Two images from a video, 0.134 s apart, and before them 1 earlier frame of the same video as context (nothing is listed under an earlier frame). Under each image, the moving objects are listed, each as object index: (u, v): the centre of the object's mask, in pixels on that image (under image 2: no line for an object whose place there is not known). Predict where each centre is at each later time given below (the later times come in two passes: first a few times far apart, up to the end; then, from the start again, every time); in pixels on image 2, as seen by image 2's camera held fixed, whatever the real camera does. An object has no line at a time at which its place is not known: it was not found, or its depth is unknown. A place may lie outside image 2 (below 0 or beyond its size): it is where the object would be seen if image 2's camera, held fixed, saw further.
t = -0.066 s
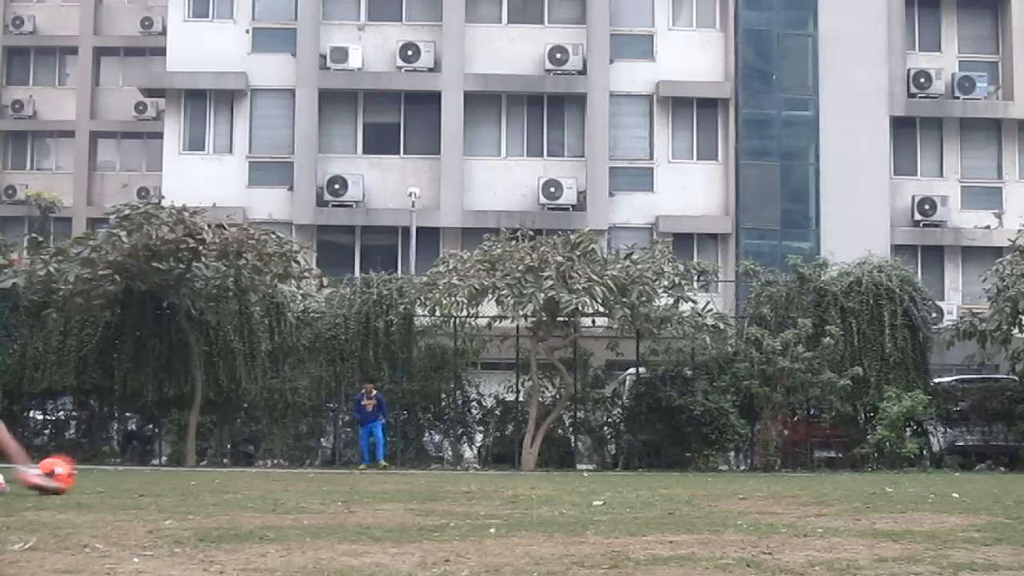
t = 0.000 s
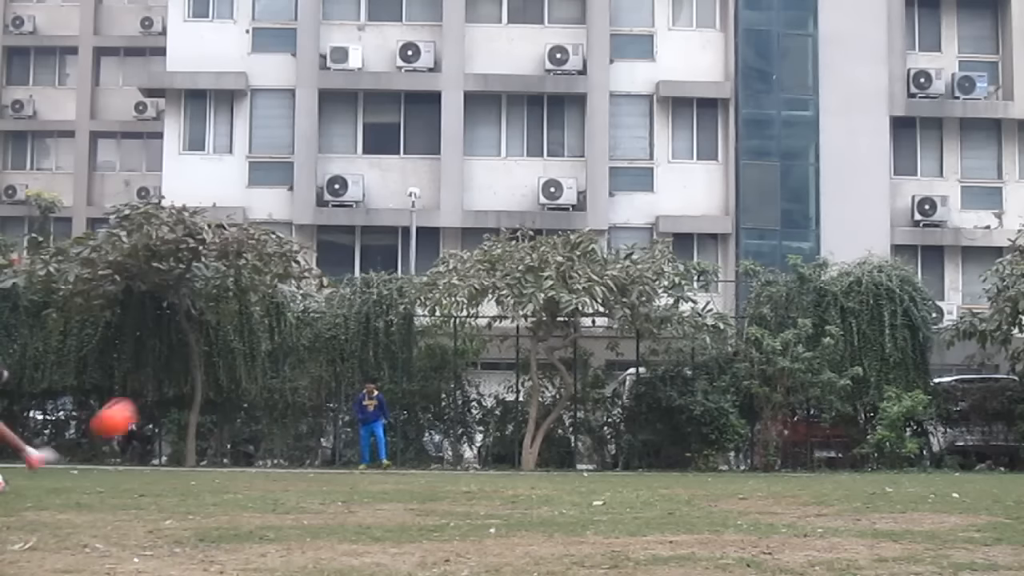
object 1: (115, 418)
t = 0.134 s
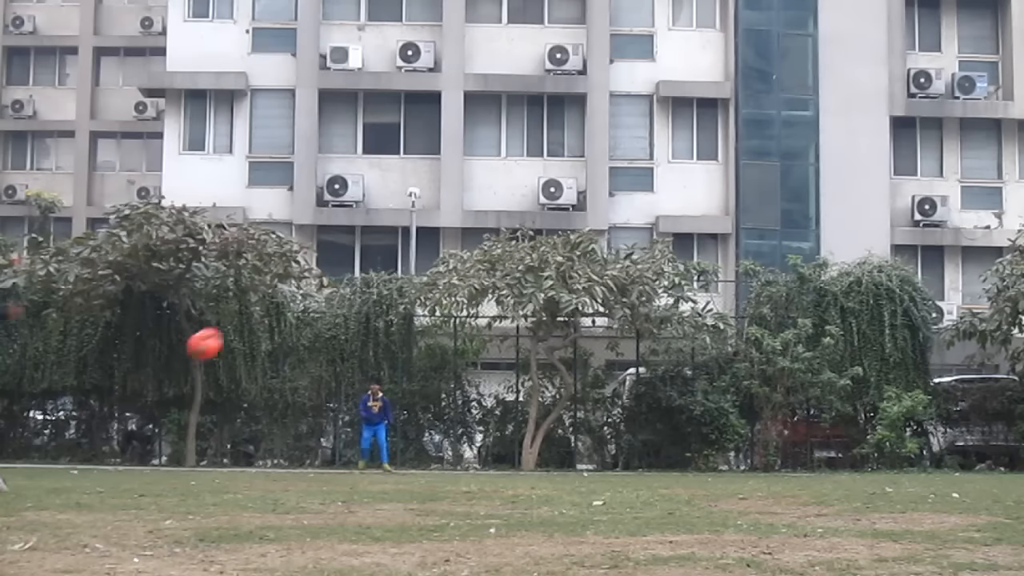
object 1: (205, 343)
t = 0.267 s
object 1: (267, 300)
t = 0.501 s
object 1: (340, 269)
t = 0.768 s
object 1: (395, 272)
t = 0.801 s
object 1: (401, 275)
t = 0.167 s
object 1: (223, 330)
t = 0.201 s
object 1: (239, 319)
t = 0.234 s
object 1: (254, 309)
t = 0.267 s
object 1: (267, 300)
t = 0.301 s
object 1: (280, 293)
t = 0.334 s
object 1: (291, 286)
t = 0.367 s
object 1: (303, 281)
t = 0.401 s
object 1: (313, 277)
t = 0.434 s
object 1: (322, 273)
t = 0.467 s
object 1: (332, 271)
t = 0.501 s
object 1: (340, 269)
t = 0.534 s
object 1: (347, 267)
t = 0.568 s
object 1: (355, 266)
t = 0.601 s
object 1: (363, 265)
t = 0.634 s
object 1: (370, 266)
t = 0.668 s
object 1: (376, 267)
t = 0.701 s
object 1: (383, 268)
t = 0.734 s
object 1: (389, 270)
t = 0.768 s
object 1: (395, 272)
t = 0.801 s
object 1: (401, 275)
